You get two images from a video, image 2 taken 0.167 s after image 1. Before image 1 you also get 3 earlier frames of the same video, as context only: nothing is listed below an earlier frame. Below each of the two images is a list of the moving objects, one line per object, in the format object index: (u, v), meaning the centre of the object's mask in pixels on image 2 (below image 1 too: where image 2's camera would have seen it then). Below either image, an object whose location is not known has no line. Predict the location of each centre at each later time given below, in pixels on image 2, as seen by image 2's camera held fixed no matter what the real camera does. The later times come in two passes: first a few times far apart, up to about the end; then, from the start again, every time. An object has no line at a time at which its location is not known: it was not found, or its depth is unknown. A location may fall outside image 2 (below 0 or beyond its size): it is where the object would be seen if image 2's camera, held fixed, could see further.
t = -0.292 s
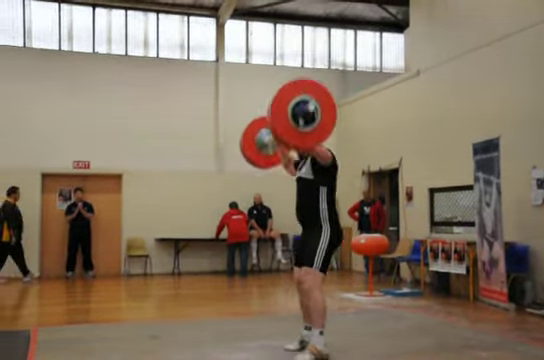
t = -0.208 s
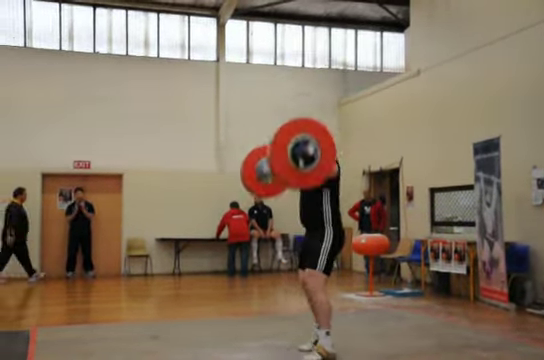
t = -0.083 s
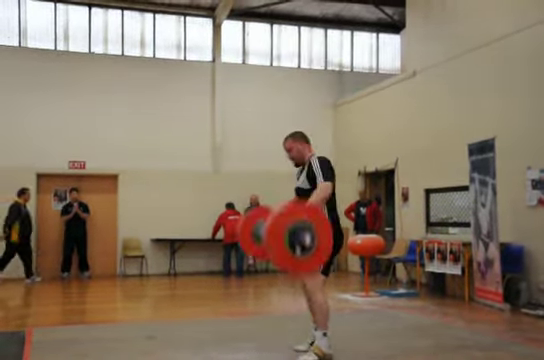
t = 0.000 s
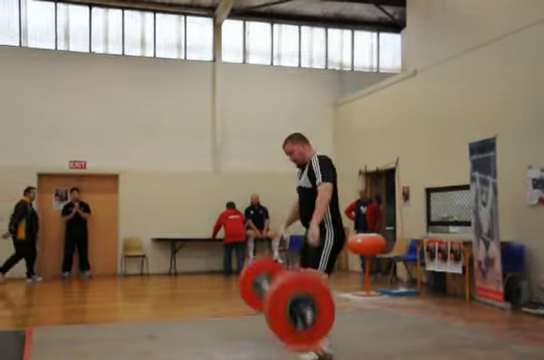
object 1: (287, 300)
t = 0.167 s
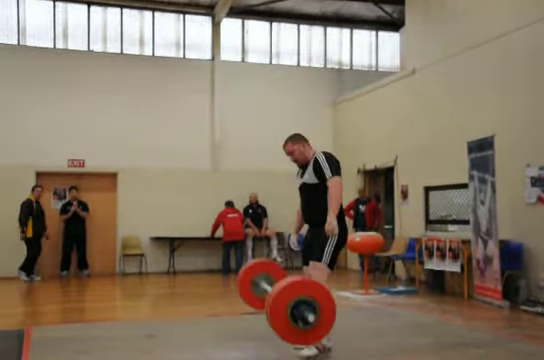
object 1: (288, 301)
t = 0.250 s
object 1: (289, 287)
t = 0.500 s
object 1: (289, 297)
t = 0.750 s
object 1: (290, 320)
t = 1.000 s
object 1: (289, 326)
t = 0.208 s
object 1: (288, 293)
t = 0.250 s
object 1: (289, 287)
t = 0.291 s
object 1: (288, 282)
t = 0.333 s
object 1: (288, 282)
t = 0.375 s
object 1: (288, 282)
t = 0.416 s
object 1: (289, 284)
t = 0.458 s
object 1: (289, 290)
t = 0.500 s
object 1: (289, 297)
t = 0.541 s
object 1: (290, 308)
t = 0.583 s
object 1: (288, 317)
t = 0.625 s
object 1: (288, 321)
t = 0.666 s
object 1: (289, 325)
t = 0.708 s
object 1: (289, 322)
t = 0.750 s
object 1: (290, 320)
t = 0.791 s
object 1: (290, 320)
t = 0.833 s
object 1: (289, 321)
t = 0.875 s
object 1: (288, 324)
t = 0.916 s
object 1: (288, 326)
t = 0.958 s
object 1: (289, 326)
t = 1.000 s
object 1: (289, 326)
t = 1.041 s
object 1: (289, 326)
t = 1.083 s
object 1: (290, 327)
